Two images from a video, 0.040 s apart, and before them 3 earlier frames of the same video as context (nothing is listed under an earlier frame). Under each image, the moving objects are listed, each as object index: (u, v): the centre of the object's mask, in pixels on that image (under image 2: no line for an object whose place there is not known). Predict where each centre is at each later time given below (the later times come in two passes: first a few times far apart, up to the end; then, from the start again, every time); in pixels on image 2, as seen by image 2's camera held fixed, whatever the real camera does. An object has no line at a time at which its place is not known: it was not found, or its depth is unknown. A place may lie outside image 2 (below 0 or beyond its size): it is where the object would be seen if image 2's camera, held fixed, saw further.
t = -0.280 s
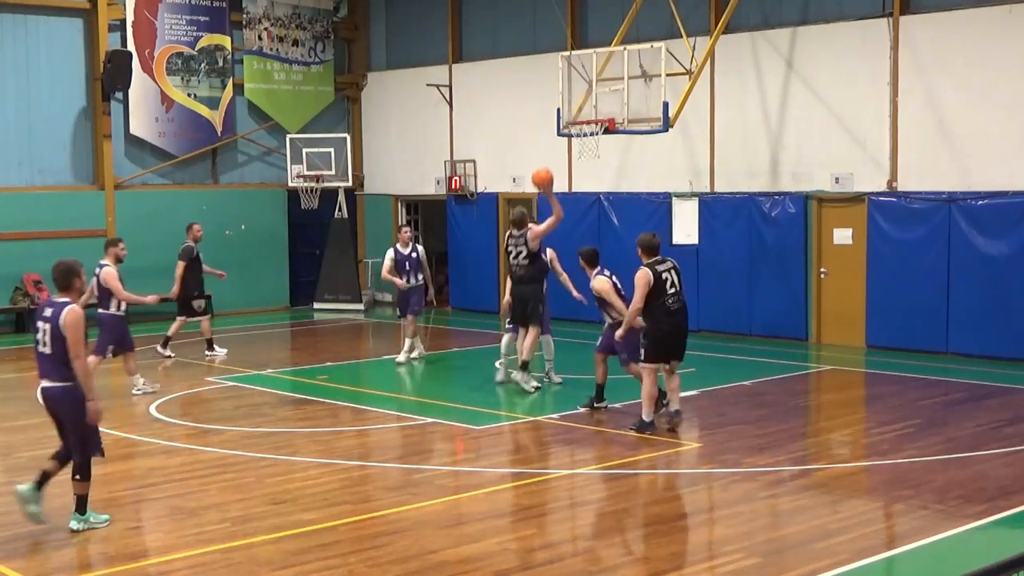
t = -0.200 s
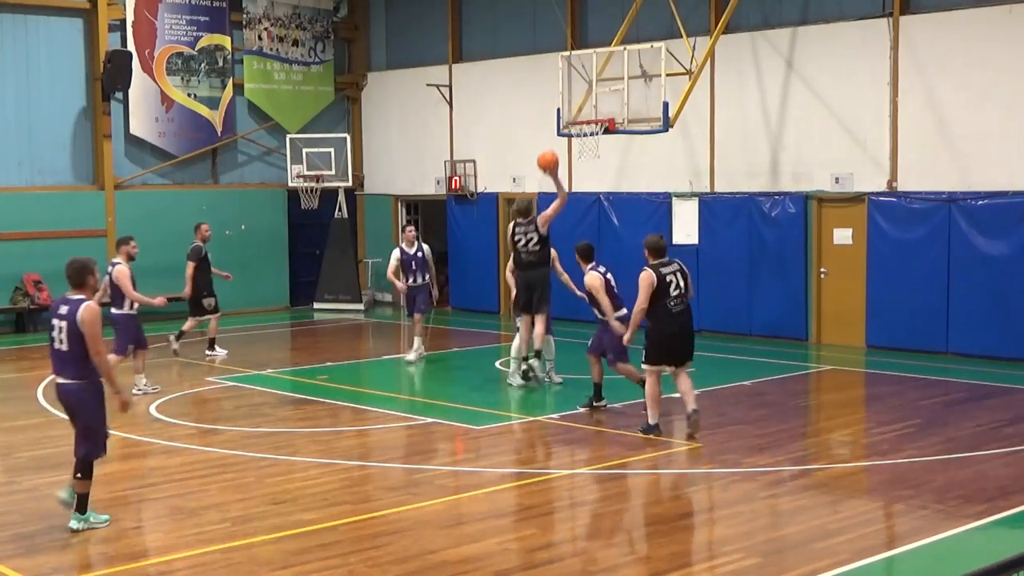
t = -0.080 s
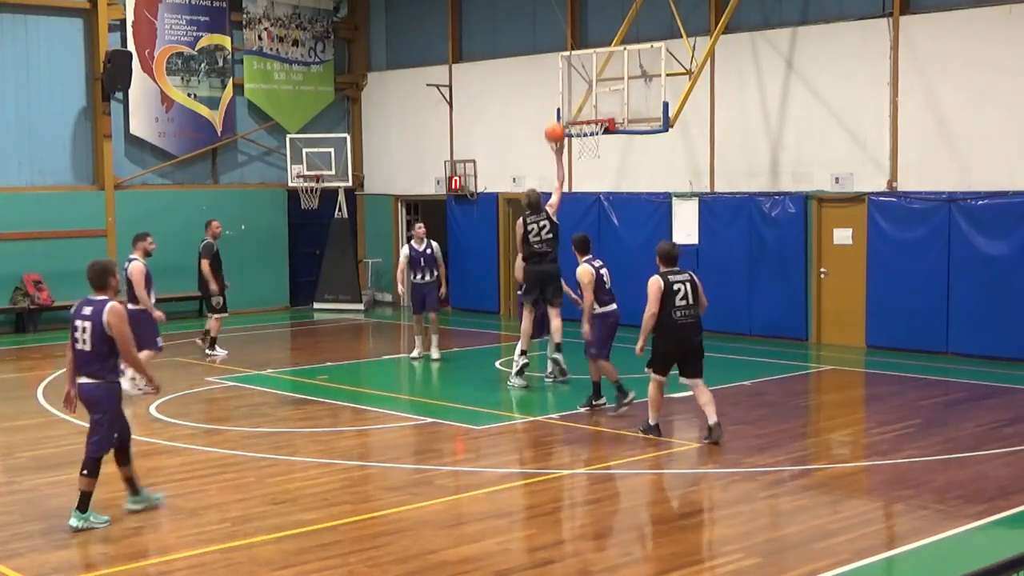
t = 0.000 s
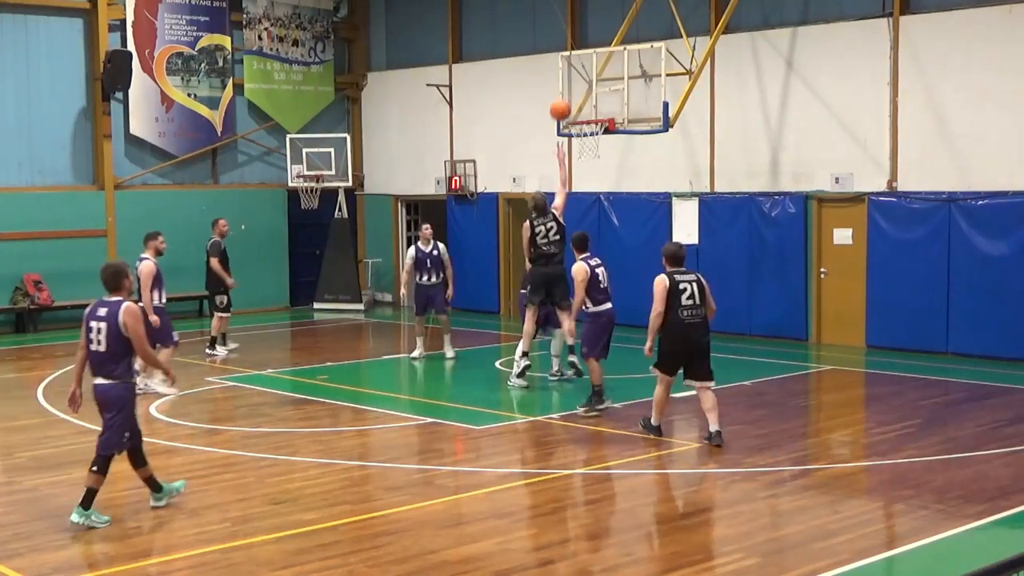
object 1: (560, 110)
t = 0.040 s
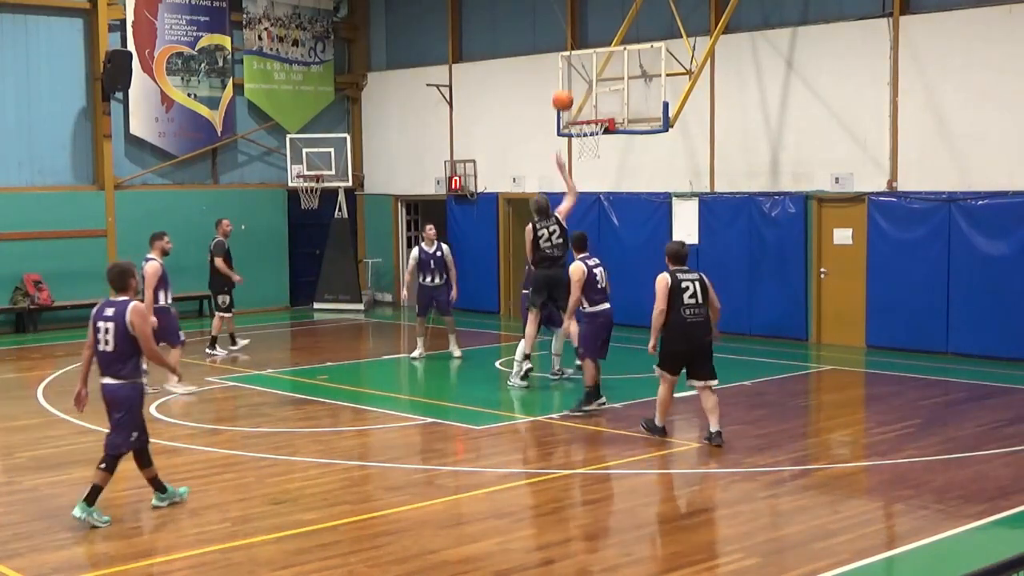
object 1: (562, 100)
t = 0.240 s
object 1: (574, 76)
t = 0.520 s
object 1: (589, 99)
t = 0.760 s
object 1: (589, 135)
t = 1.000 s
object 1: (605, 160)
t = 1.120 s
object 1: (610, 183)
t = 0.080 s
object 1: (565, 93)
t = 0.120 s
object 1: (567, 87)
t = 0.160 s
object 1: (569, 82)
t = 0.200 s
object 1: (572, 79)
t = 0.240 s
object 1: (574, 76)
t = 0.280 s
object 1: (576, 76)
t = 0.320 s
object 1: (578, 77)
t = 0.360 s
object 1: (580, 79)
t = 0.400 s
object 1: (582, 82)
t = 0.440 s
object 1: (585, 86)
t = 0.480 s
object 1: (587, 92)
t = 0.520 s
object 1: (589, 99)
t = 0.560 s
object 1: (591, 106)
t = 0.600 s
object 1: (593, 114)
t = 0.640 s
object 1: (587, 117)
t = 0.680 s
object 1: (580, 126)
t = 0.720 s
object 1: (584, 131)
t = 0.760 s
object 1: (589, 135)
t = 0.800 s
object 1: (595, 143)
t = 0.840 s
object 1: (598, 146)
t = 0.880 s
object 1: (600, 147)
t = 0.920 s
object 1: (602, 152)
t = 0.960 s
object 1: (604, 155)
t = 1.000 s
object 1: (605, 160)
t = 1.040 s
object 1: (607, 167)
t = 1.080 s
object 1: (608, 175)
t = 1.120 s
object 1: (610, 183)
